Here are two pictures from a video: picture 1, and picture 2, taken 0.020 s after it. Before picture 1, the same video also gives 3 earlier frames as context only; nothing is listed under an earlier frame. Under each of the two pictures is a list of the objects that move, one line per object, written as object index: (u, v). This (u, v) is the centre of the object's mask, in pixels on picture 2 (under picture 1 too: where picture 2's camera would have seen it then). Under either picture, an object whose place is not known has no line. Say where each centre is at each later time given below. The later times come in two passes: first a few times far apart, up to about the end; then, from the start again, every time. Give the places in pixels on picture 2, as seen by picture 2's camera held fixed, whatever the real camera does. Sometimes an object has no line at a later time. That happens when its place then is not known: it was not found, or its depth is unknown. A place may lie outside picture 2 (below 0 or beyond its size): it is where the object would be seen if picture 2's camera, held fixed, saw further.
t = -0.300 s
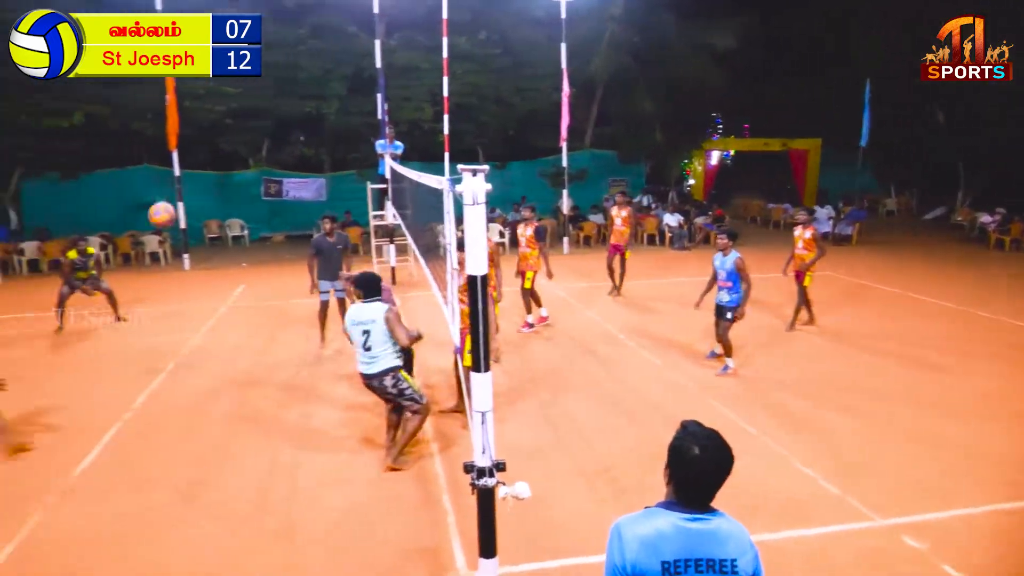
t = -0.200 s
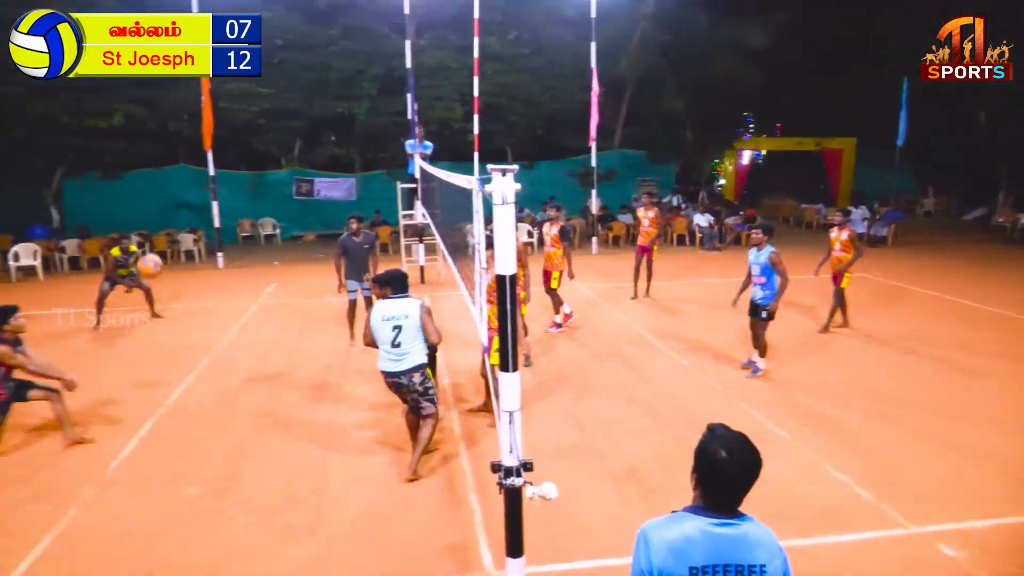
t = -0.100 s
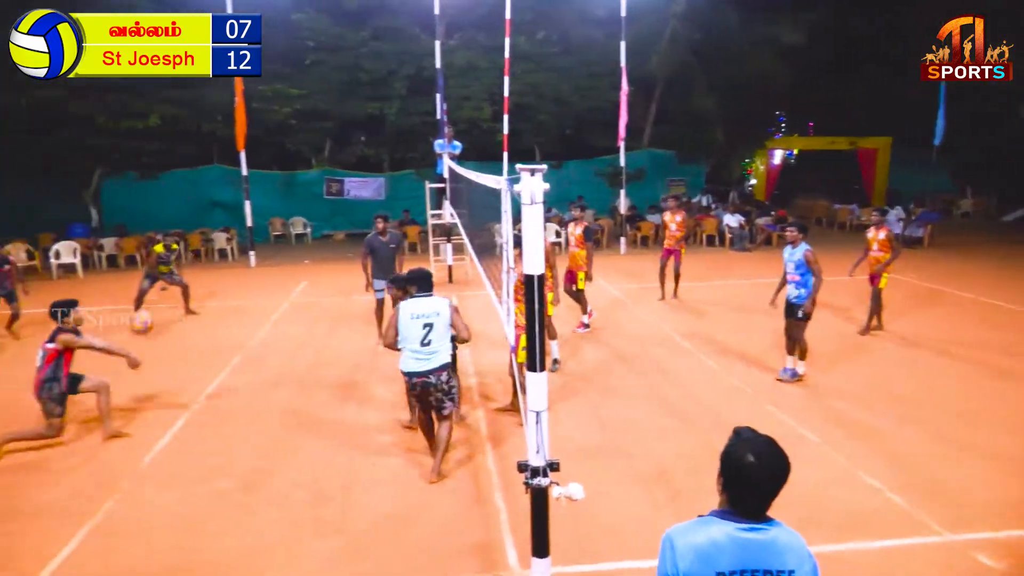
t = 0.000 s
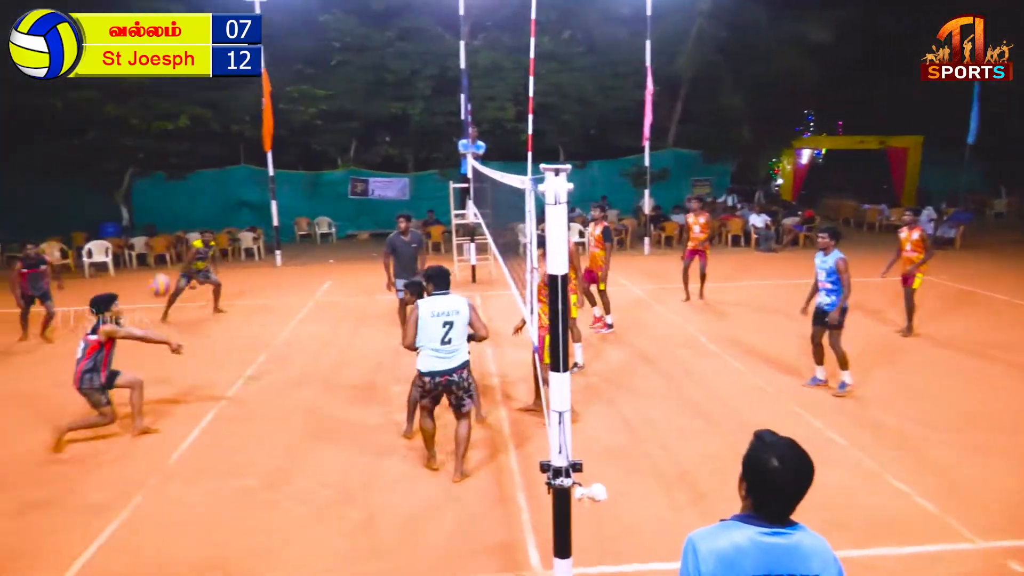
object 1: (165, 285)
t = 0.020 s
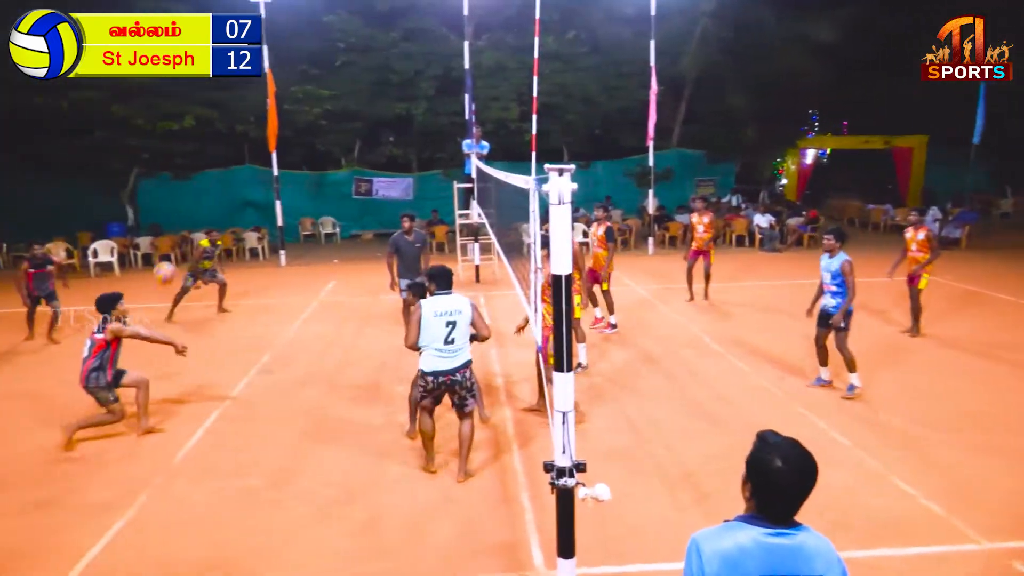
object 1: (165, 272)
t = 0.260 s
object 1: (161, 162)
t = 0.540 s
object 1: (167, 106)
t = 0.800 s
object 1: (178, 124)
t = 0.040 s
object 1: (164, 261)
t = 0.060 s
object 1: (164, 250)
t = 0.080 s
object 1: (163, 240)
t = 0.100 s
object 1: (163, 228)
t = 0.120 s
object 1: (162, 219)
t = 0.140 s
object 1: (162, 209)
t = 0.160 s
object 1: (161, 200)
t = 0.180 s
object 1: (161, 192)
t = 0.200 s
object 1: (161, 183)
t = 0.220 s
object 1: (161, 176)
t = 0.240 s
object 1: (161, 169)
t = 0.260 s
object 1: (161, 162)
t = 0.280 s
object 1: (162, 155)
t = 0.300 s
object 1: (162, 148)
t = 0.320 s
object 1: (162, 142)
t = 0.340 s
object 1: (163, 136)
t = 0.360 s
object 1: (163, 131)
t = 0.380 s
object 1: (163, 126)
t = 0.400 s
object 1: (163, 122)
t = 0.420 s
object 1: (164, 119)
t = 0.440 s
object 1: (164, 116)
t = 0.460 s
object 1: (164, 113)
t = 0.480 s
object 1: (165, 111)
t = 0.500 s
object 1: (165, 108)
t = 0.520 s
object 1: (166, 107)
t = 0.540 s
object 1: (167, 106)
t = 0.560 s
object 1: (168, 105)
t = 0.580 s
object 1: (168, 104)
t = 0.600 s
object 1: (169, 104)
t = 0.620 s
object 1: (170, 104)
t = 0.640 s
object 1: (171, 104)
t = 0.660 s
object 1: (172, 105)
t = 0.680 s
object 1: (172, 106)
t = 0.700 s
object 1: (173, 109)
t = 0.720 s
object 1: (174, 111)
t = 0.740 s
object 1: (175, 114)
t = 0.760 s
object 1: (176, 117)
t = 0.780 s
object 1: (177, 120)
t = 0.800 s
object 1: (178, 124)
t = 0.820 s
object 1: (180, 128)
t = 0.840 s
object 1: (181, 132)
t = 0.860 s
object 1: (182, 137)
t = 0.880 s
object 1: (183, 142)
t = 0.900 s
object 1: (185, 147)
